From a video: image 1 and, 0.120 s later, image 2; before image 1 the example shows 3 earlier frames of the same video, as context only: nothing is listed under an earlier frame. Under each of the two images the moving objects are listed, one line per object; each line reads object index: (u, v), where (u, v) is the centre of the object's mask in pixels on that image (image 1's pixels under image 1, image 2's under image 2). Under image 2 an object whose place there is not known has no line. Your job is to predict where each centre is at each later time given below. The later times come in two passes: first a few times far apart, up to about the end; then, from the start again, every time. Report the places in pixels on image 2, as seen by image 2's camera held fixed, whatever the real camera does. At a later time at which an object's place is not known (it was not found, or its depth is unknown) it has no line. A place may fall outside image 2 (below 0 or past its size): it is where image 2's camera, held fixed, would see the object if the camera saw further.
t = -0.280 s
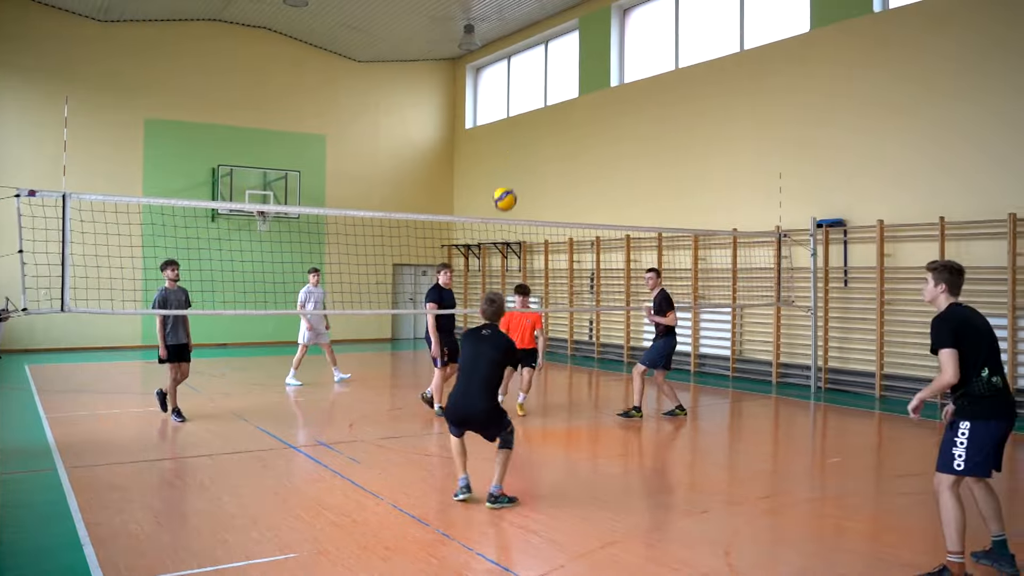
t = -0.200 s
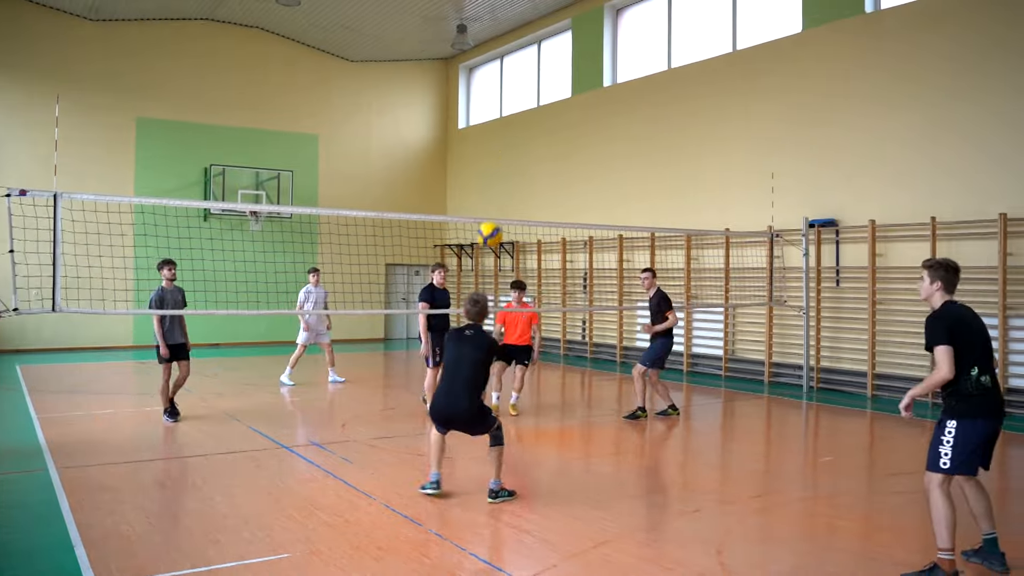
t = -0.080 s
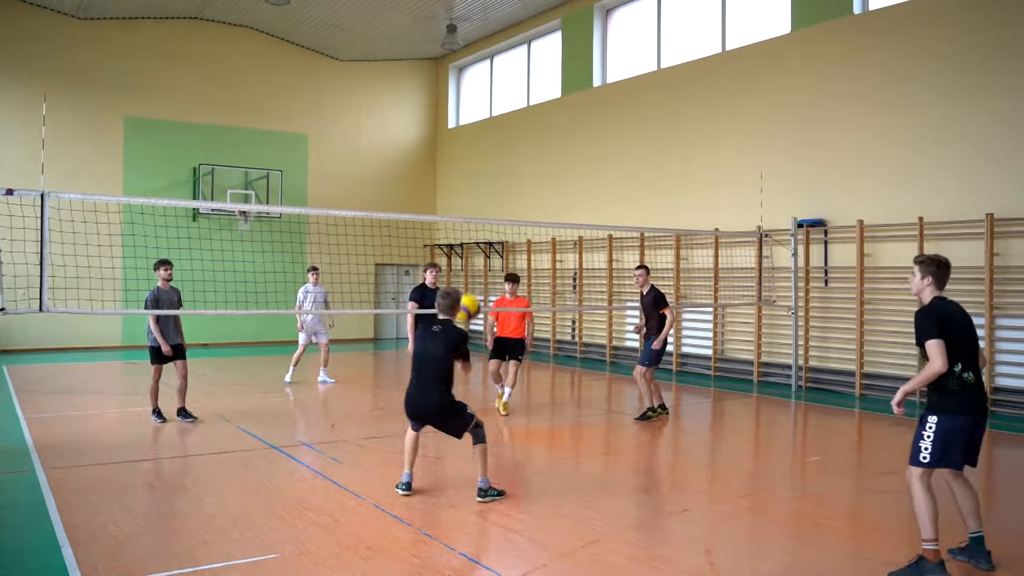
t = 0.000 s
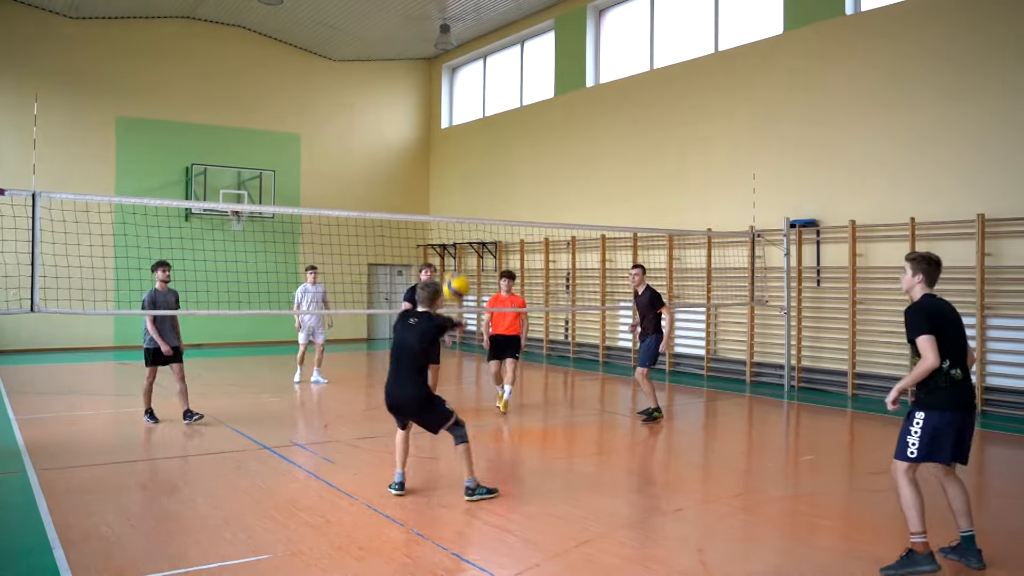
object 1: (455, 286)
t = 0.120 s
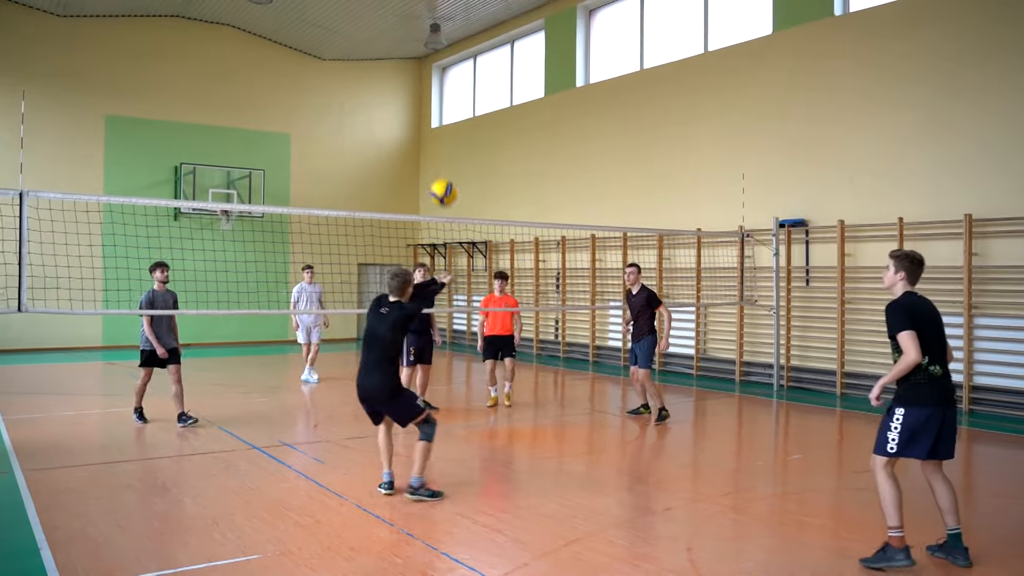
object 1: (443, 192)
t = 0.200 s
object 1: (441, 143)
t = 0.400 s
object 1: (433, 61)
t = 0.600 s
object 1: (429, 32)
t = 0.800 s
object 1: (424, 43)
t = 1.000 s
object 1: (420, 97)
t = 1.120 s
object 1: (417, 146)
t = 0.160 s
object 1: (442, 167)
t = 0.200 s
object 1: (441, 143)
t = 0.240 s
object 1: (439, 122)
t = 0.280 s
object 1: (438, 104)
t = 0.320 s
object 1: (436, 87)
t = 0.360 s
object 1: (435, 74)
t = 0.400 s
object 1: (433, 61)
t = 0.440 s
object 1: (433, 51)
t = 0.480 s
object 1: (432, 44)
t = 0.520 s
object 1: (431, 38)
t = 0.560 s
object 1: (430, 34)
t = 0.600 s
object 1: (429, 32)
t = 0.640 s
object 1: (428, 31)
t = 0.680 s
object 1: (427, 31)
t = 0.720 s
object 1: (426, 33)
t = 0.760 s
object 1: (425, 38)
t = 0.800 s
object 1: (424, 43)
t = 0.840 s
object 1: (423, 51)
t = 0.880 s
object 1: (422, 60)
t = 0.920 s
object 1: (422, 72)
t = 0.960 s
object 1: (421, 83)
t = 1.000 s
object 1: (420, 97)
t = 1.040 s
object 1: (419, 112)
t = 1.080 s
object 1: (418, 128)
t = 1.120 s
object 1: (417, 146)
